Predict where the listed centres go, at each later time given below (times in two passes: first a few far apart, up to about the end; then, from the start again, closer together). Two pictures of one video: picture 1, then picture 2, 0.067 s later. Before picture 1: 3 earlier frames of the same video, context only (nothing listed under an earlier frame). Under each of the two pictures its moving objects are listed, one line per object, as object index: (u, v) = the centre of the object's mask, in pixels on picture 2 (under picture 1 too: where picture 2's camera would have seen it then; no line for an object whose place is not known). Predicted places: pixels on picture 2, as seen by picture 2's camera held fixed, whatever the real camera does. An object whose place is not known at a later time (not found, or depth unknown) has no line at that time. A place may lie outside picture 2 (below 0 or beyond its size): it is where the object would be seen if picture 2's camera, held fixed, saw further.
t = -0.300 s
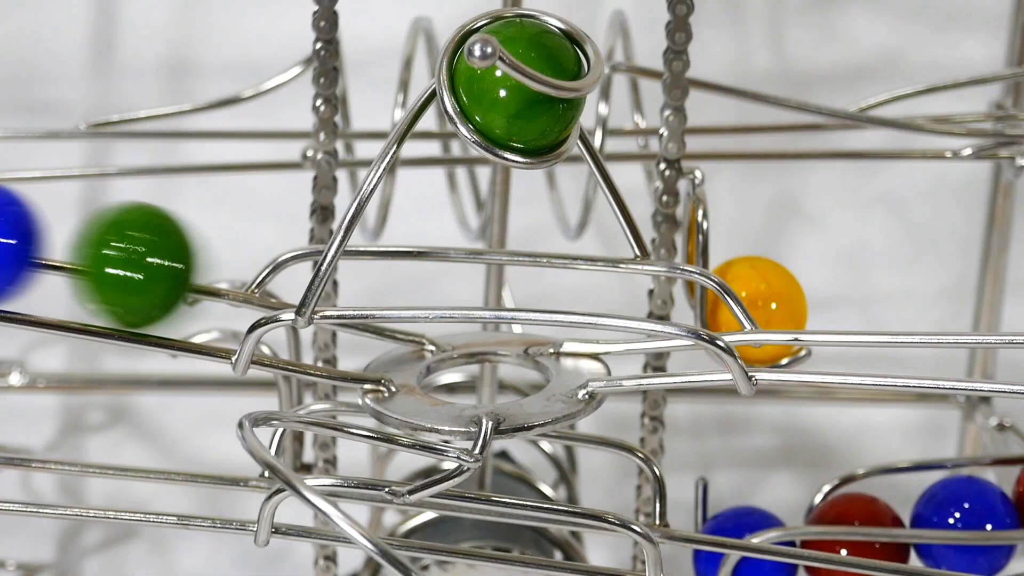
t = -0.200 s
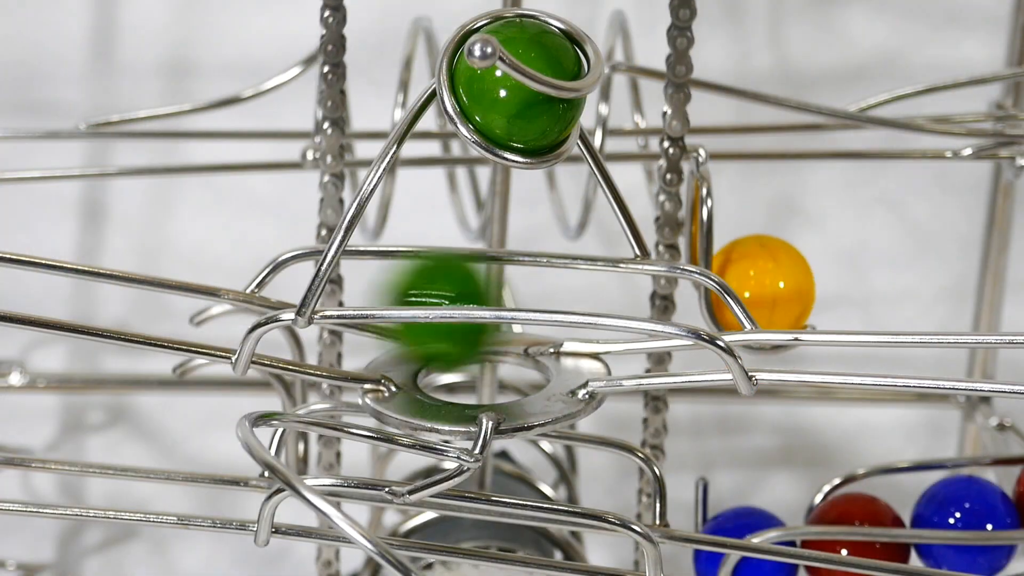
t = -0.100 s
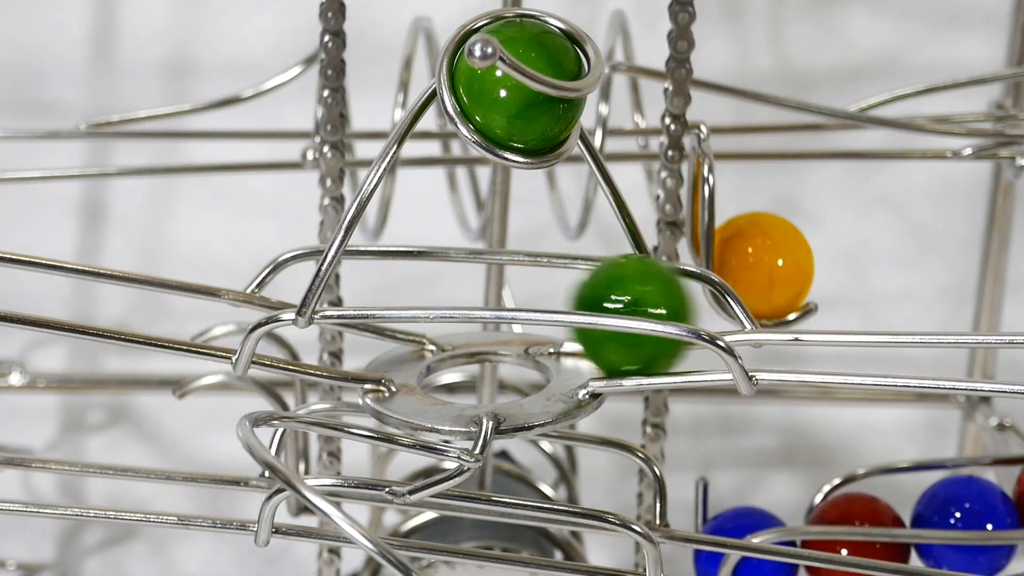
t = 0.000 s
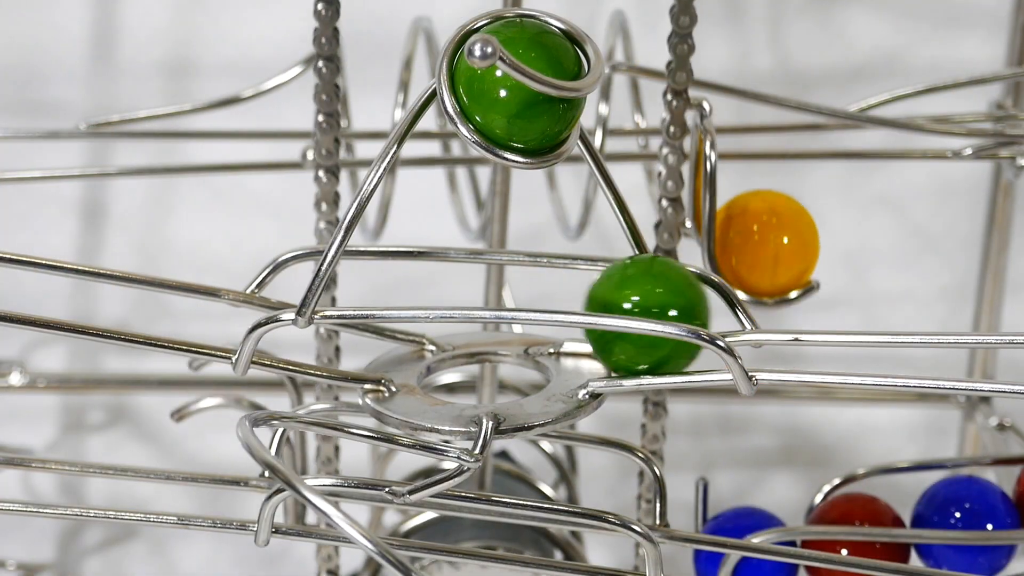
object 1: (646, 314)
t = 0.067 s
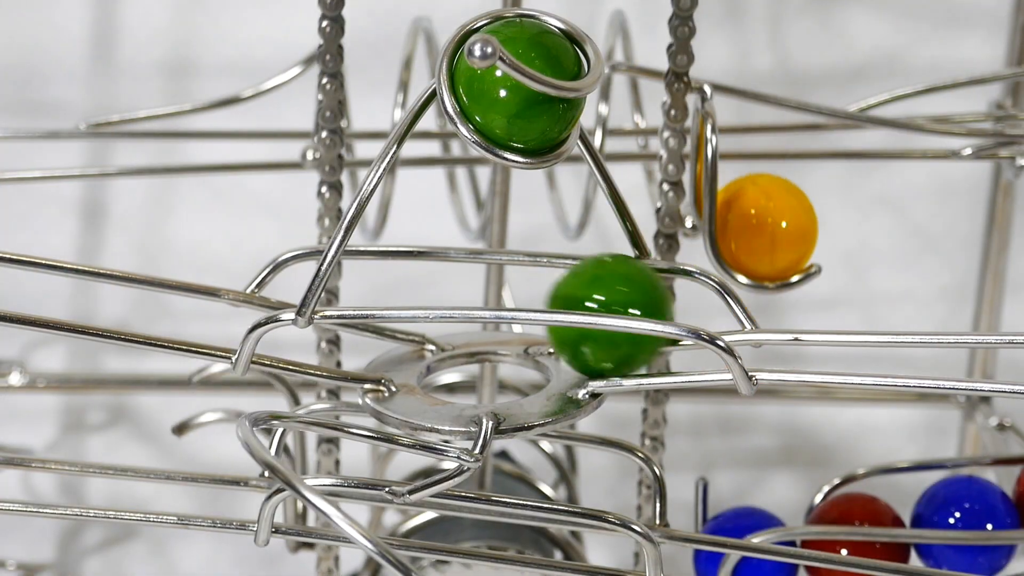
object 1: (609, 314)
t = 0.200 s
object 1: (487, 331)
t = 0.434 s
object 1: (536, 482)
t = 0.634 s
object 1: (679, 513)
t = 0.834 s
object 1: (876, 537)
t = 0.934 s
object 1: (990, 545)
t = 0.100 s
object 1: (586, 311)
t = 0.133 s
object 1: (560, 310)
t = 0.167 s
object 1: (529, 308)
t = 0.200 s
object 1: (487, 331)
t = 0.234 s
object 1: (462, 344)
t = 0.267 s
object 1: (470, 344)
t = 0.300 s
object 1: (481, 345)
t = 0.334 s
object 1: (489, 361)
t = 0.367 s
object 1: (485, 371)
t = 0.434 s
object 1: (536, 482)
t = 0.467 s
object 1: (557, 492)
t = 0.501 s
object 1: (577, 501)
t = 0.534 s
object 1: (602, 504)
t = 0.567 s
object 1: (624, 507)
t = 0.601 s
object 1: (650, 510)
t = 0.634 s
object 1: (679, 513)
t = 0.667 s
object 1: (702, 521)
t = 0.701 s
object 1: (731, 525)
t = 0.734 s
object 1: (764, 528)
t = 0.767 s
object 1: (799, 531)
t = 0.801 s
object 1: (836, 534)
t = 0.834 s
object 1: (876, 537)
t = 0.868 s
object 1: (918, 541)
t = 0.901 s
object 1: (959, 544)
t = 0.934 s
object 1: (990, 545)
